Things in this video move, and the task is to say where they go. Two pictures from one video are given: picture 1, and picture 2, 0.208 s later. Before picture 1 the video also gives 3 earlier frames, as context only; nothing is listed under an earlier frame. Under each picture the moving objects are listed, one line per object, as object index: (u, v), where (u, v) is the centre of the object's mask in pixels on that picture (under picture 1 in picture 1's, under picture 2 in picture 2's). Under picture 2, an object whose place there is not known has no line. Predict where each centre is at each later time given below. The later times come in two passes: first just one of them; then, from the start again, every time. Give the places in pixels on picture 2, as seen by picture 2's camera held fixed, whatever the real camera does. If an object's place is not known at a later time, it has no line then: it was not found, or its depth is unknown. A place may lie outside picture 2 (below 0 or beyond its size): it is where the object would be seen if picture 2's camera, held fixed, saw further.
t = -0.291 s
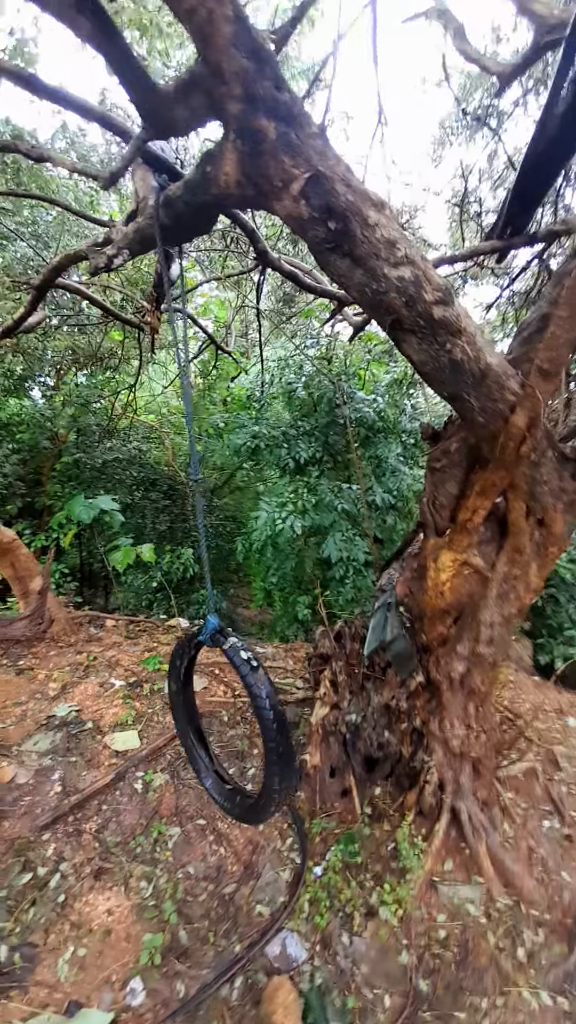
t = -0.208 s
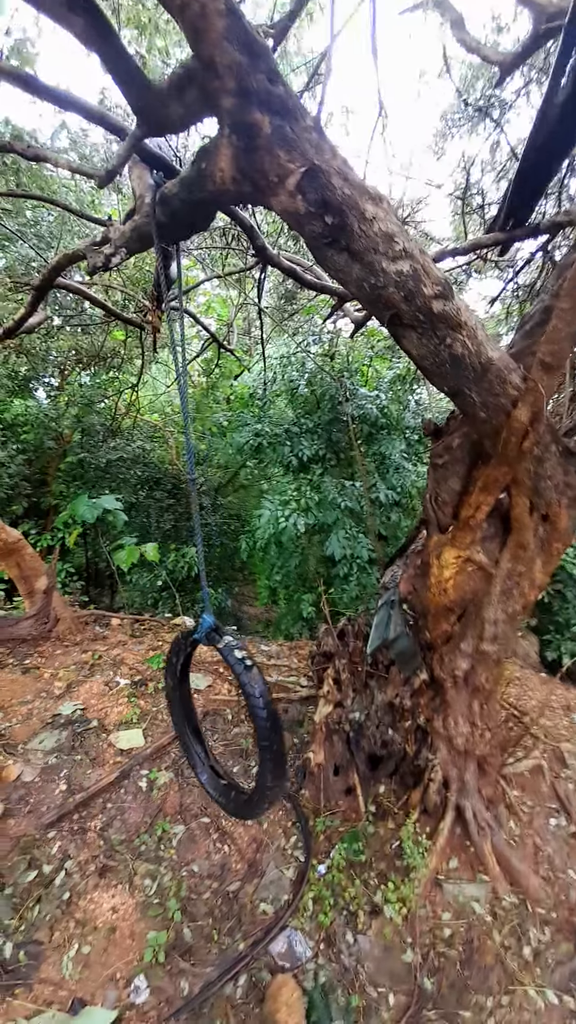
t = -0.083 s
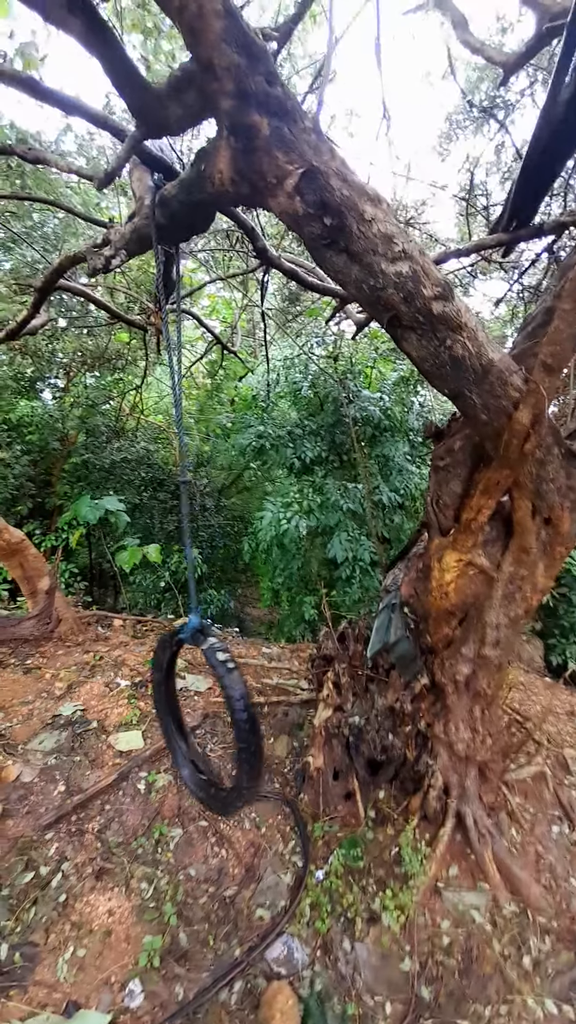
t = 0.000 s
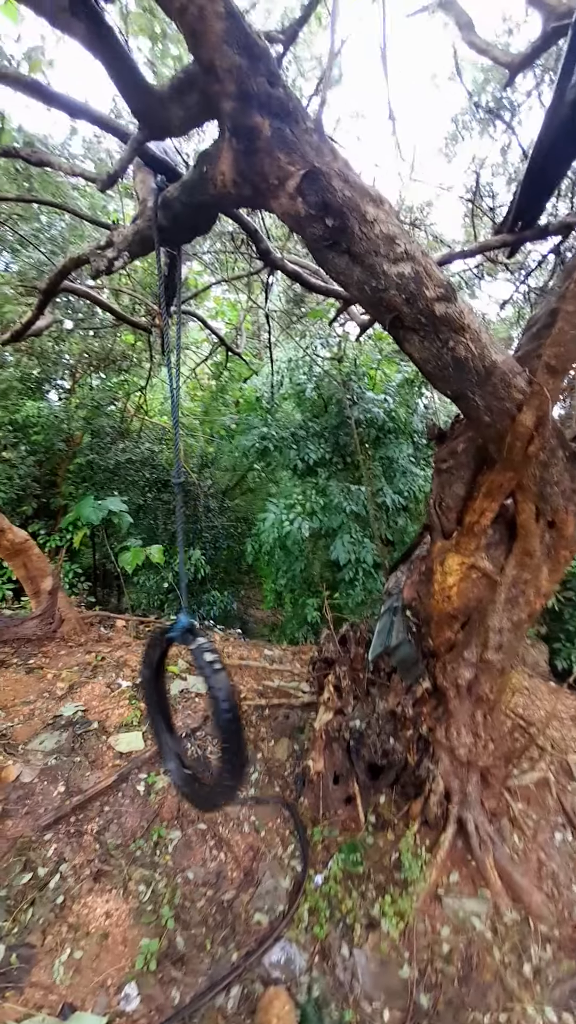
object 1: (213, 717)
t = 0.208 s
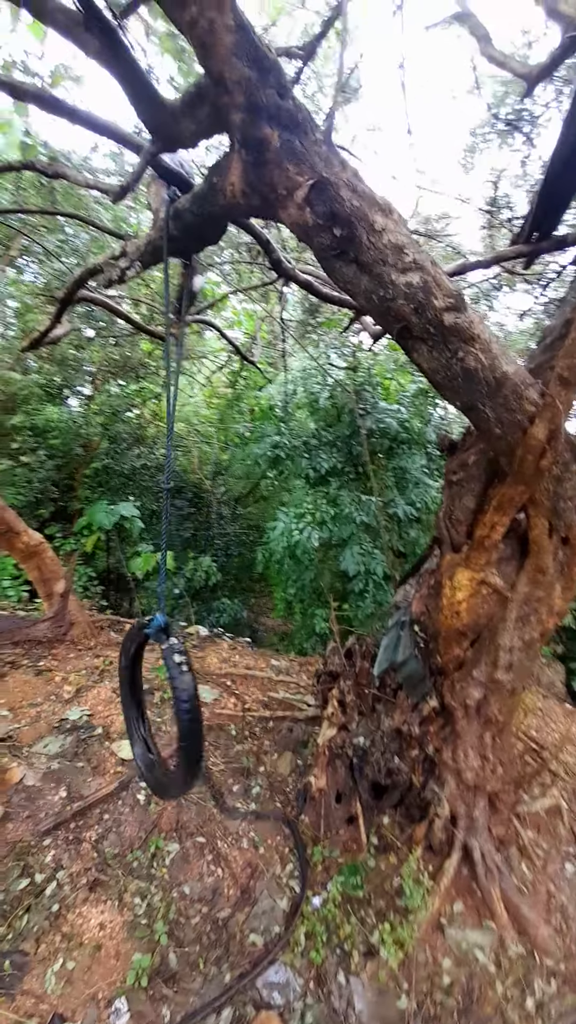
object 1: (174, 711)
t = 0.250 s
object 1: (155, 706)
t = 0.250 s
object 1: (155, 706)
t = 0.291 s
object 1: (160, 704)
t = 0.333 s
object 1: (155, 700)
